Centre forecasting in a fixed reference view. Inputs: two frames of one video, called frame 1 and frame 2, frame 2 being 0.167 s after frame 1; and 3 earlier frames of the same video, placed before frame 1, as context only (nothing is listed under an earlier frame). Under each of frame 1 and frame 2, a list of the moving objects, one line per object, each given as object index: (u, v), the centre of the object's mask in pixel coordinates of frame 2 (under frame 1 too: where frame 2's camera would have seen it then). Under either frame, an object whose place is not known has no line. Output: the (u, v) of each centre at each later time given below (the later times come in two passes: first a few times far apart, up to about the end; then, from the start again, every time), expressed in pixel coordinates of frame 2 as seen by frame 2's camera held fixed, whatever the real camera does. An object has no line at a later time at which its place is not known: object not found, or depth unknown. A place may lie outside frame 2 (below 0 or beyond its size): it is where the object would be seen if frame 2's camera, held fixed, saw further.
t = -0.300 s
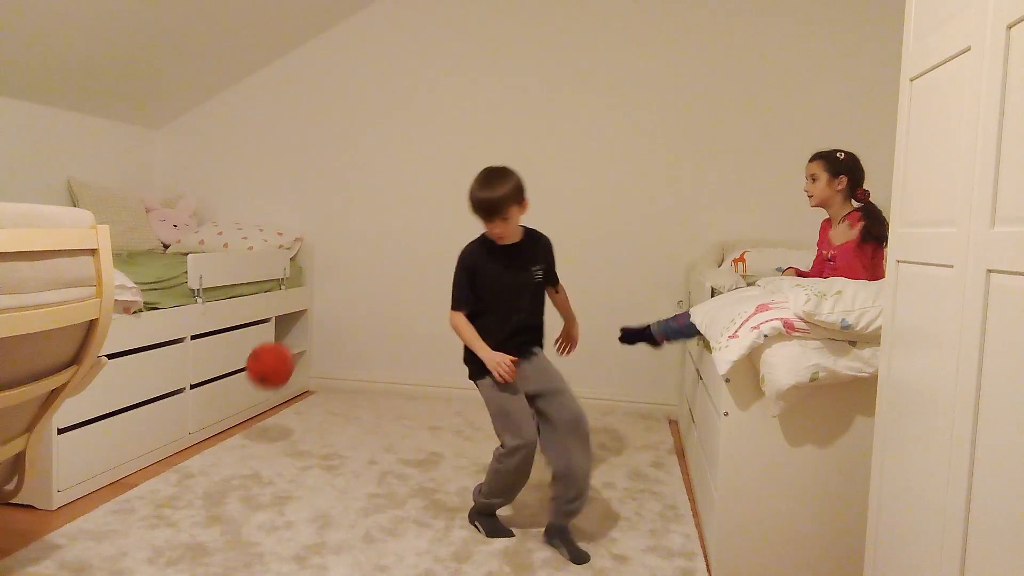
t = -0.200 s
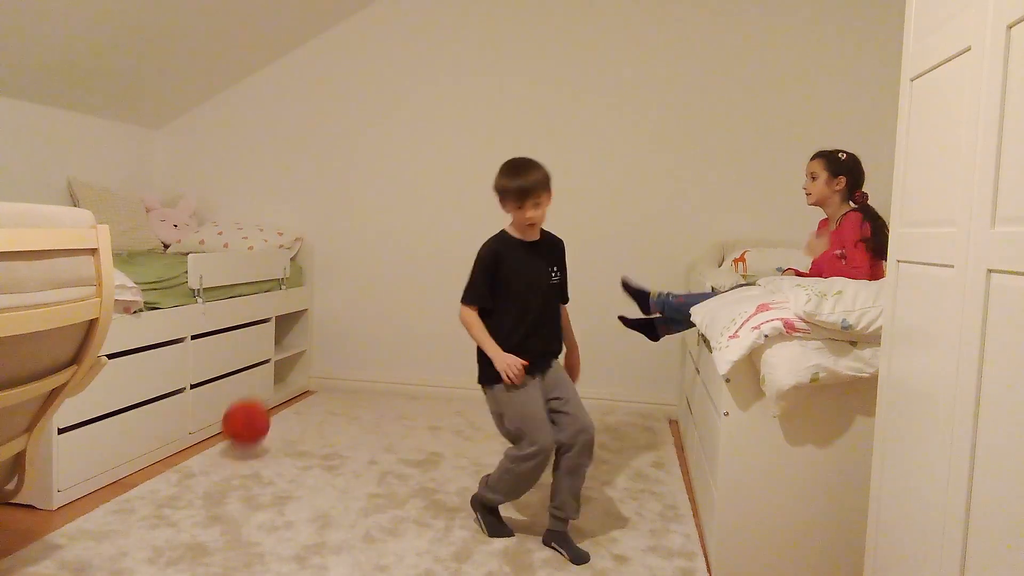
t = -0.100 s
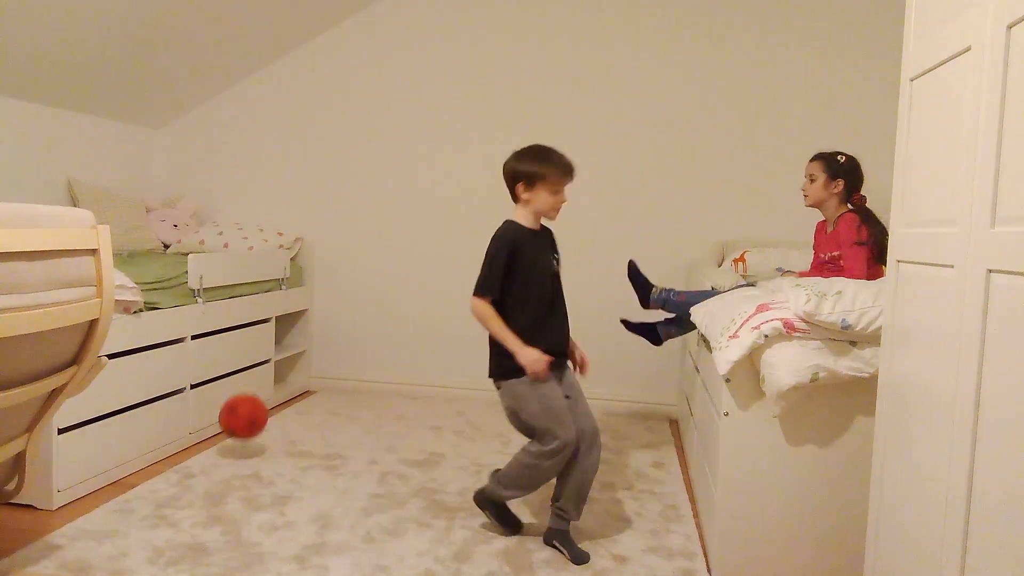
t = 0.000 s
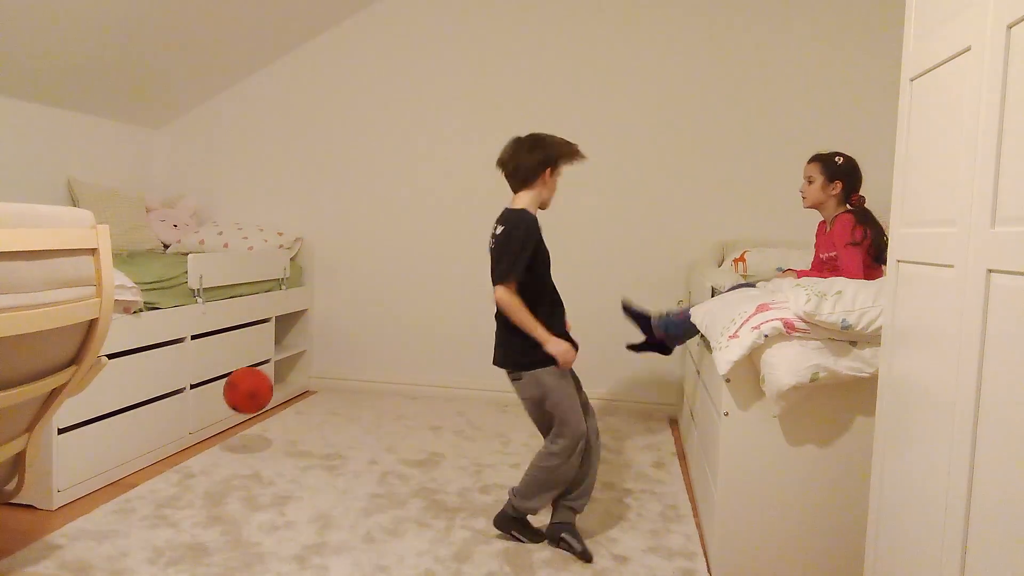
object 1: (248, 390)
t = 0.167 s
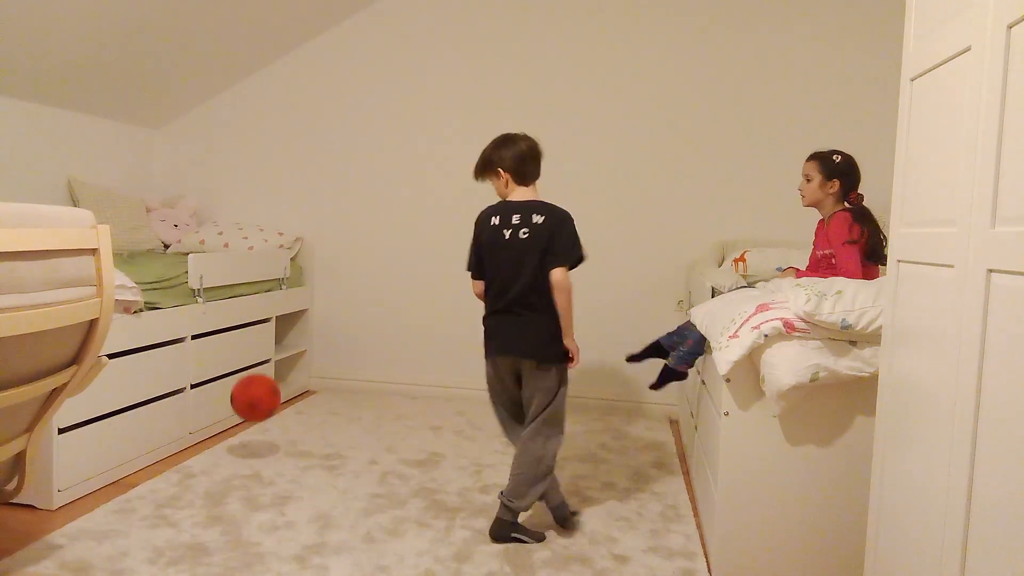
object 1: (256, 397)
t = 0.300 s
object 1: (260, 451)
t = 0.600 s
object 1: (266, 454)
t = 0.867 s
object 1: (280, 454)
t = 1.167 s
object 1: (294, 456)
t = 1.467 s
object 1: (300, 454)
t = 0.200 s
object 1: (257, 407)
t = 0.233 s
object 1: (258, 418)
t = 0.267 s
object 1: (259, 433)
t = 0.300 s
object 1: (260, 451)
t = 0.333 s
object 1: (261, 444)
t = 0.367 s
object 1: (262, 436)
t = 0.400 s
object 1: (262, 431)
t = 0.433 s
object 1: (263, 428)
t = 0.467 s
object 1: (264, 428)
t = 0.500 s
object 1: (264, 430)
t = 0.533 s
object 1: (265, 435)
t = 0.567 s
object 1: (266, 443)
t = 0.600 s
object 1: (266, 454)
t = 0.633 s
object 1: (267, 454)
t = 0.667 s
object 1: (269, 447)
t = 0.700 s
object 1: (271, 445)
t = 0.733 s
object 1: (273, 446)
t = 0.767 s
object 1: (275, 449)
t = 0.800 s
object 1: (277, 455)
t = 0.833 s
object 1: (278, 455)
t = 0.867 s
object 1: (280, 454)
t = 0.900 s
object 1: (282, 455)
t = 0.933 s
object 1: (283, 457)
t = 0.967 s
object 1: (285, 456)
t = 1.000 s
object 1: (287, 456)
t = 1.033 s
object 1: (289, 456)
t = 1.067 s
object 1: (290, 456)
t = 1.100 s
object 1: (291, 456)
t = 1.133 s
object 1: (293, 456)
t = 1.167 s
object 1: (294, 456)
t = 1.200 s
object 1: (294, 456)
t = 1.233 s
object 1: (295, 456)
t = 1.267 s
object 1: (296, 456)
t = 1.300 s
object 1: (297, 455)
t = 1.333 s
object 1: (298, 455)
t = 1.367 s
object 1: (299, 455)
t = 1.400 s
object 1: (299, 455)
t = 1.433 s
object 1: (300, 455)
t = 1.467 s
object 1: (300, 454)
